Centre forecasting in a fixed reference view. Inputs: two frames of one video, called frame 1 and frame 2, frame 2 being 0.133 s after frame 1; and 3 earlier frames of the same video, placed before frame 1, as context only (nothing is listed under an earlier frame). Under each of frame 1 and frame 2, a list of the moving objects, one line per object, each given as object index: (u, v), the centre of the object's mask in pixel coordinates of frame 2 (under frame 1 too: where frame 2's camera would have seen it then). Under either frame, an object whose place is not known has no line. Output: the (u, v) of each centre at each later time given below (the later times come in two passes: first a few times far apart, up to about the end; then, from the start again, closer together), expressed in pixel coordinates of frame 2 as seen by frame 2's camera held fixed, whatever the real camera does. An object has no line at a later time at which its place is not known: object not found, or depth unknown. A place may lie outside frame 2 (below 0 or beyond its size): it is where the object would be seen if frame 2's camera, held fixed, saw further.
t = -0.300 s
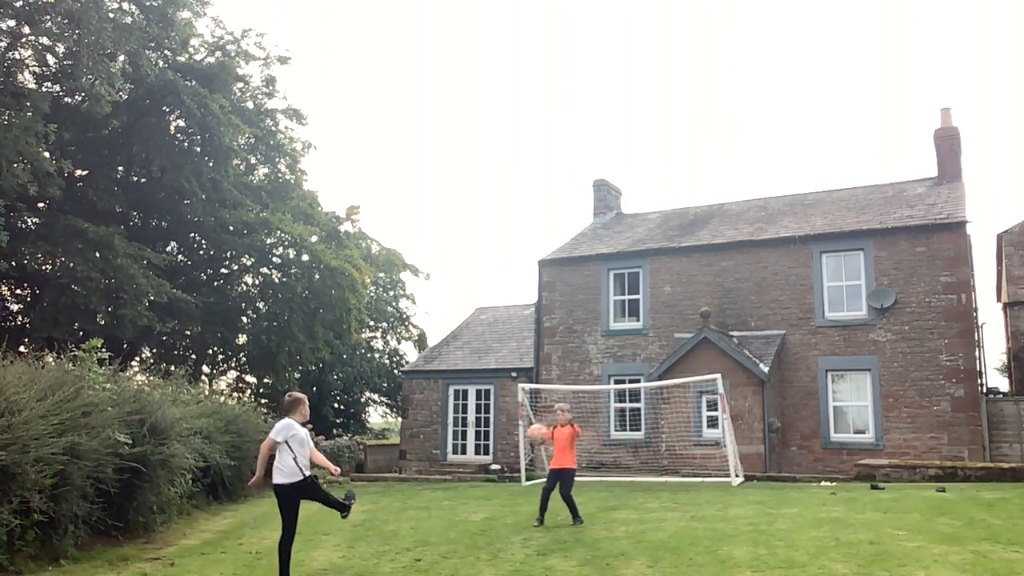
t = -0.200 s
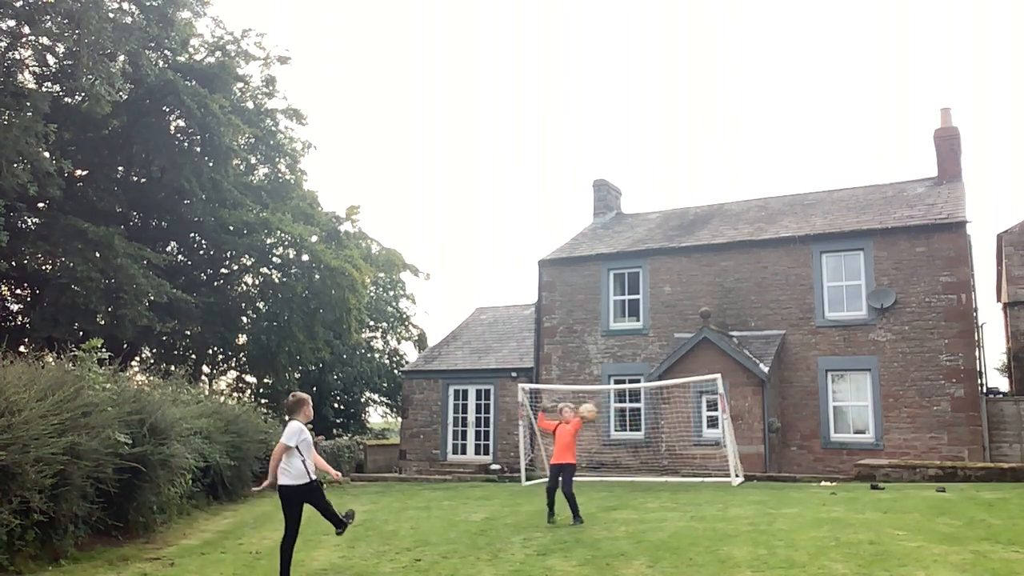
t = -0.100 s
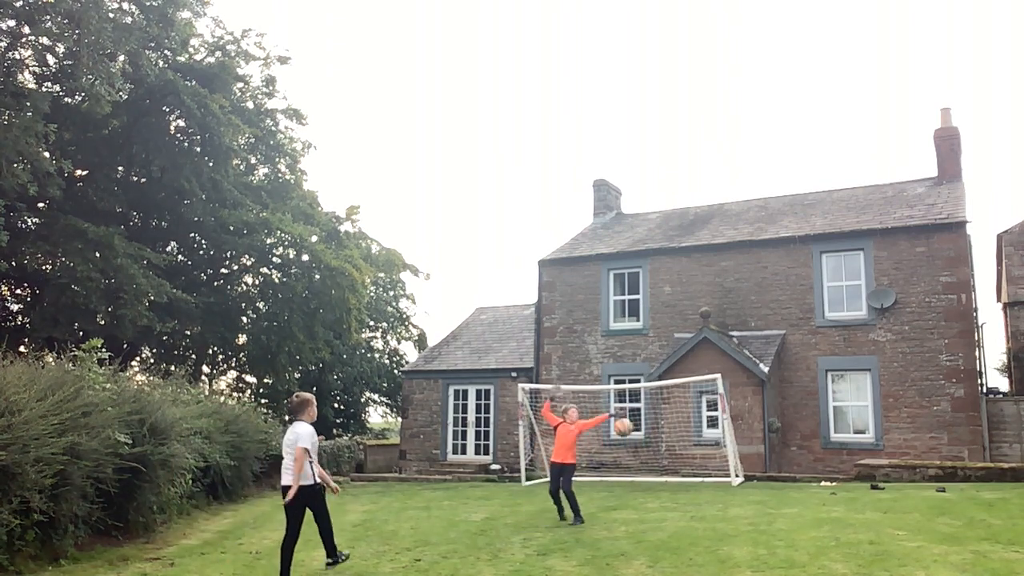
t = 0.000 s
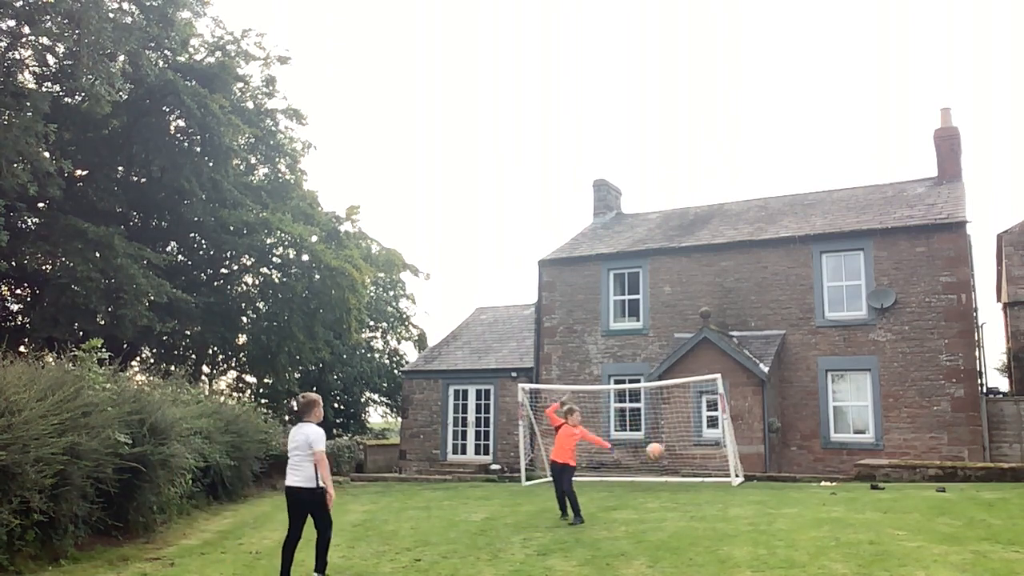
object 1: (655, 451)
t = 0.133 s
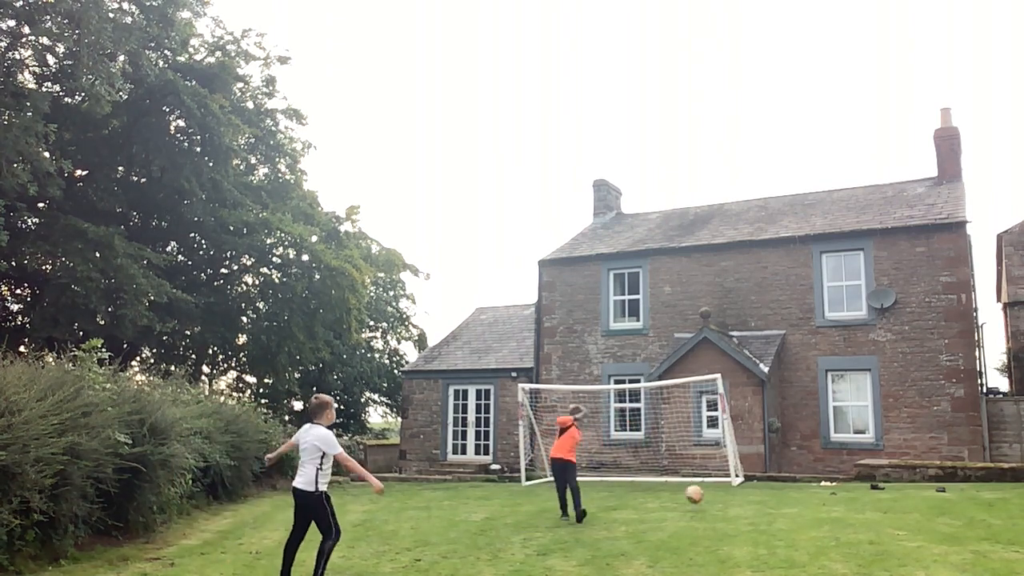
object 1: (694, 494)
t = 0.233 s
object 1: (706, 485)
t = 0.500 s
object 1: (720, 453)
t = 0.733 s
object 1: (732, 470)
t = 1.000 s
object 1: (750, 482)
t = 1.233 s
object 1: (769, 485)
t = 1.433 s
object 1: (784, 487)
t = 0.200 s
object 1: (704, 493)
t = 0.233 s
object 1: (706, 485)
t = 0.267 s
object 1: (707, 477)
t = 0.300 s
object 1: (709, 471)
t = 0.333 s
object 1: (710, 465)
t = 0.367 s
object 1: (712, 462)
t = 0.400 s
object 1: (713, 457)
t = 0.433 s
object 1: (715, 455)
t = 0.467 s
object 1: (717, 453)
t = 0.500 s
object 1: (720, 453)
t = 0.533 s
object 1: (721, 453)
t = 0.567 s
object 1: (723, 454)
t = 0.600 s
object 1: (724, 456)
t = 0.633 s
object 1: (725, 458)
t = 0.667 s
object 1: (727, 461)
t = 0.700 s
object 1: (730, 466)
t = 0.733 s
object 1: (732, 470)
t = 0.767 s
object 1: (734, 477)
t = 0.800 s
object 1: (736, 484)
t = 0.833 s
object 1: (738, 492)
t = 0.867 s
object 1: (740, 497)
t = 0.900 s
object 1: (743, 492)
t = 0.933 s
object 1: (745, 488)
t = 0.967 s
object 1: (748, 484)
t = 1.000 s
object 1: (750, 482)
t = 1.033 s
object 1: (753, 479)
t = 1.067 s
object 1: (756, 479)
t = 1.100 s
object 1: (758, 478)
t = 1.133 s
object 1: (761, 479)
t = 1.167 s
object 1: (764, 480)
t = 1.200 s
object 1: (767, 483)
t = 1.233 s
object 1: (769, 485)
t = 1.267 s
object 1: (772, 490)
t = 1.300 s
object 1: (775, 494)
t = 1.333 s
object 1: (777, 492)
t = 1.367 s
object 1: (779, 489)
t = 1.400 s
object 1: (782, 487)
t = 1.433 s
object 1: (784, 487)
